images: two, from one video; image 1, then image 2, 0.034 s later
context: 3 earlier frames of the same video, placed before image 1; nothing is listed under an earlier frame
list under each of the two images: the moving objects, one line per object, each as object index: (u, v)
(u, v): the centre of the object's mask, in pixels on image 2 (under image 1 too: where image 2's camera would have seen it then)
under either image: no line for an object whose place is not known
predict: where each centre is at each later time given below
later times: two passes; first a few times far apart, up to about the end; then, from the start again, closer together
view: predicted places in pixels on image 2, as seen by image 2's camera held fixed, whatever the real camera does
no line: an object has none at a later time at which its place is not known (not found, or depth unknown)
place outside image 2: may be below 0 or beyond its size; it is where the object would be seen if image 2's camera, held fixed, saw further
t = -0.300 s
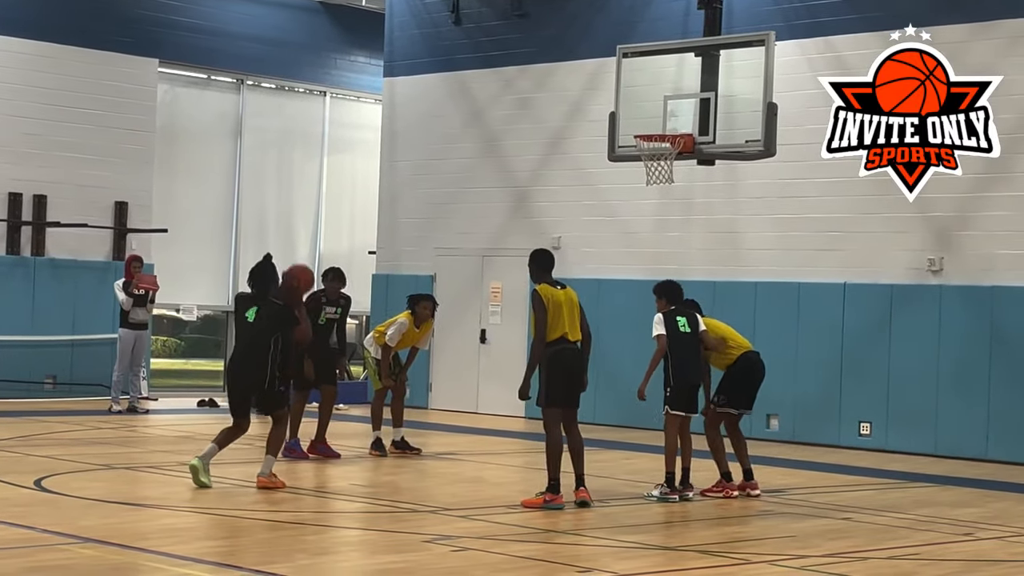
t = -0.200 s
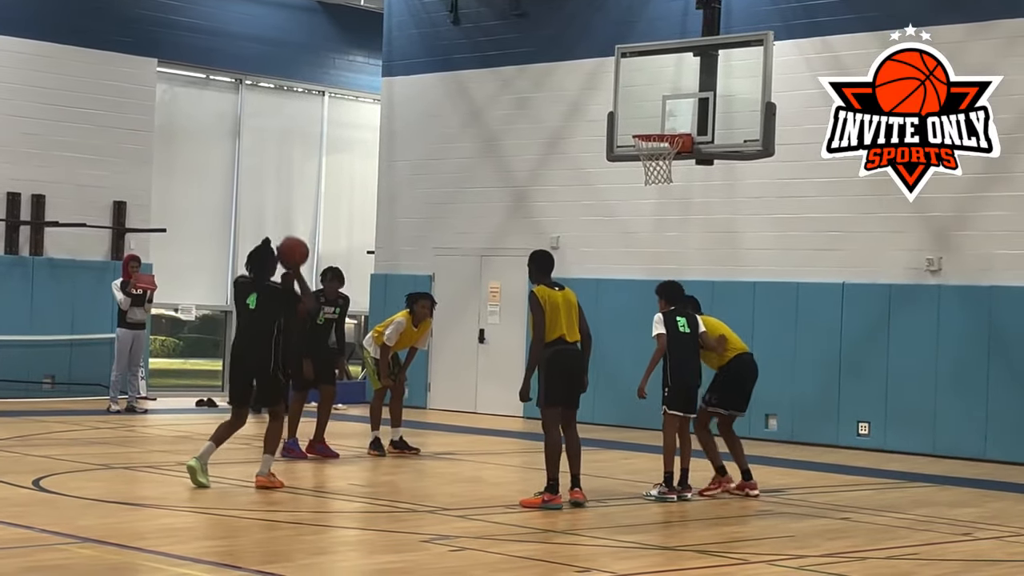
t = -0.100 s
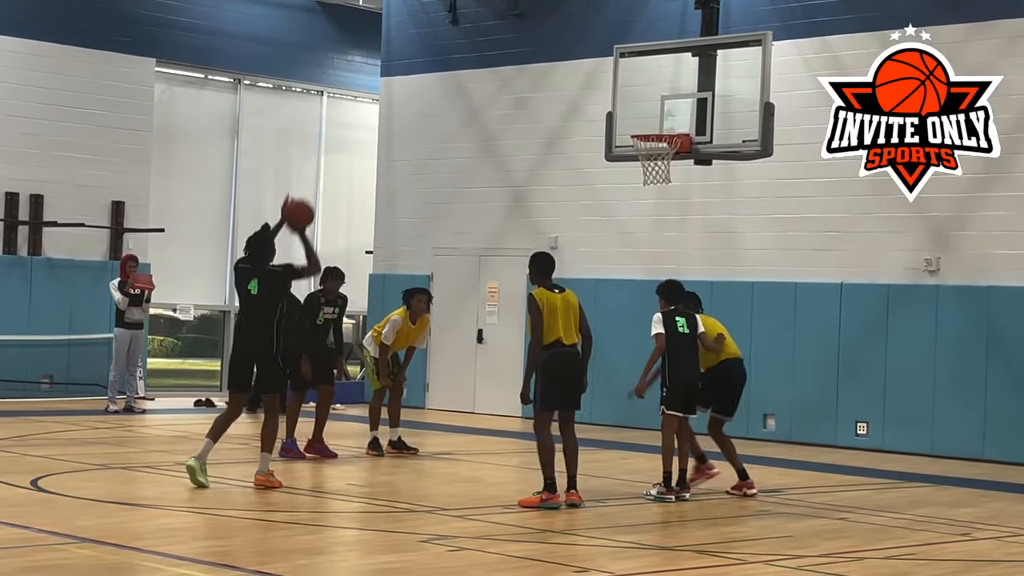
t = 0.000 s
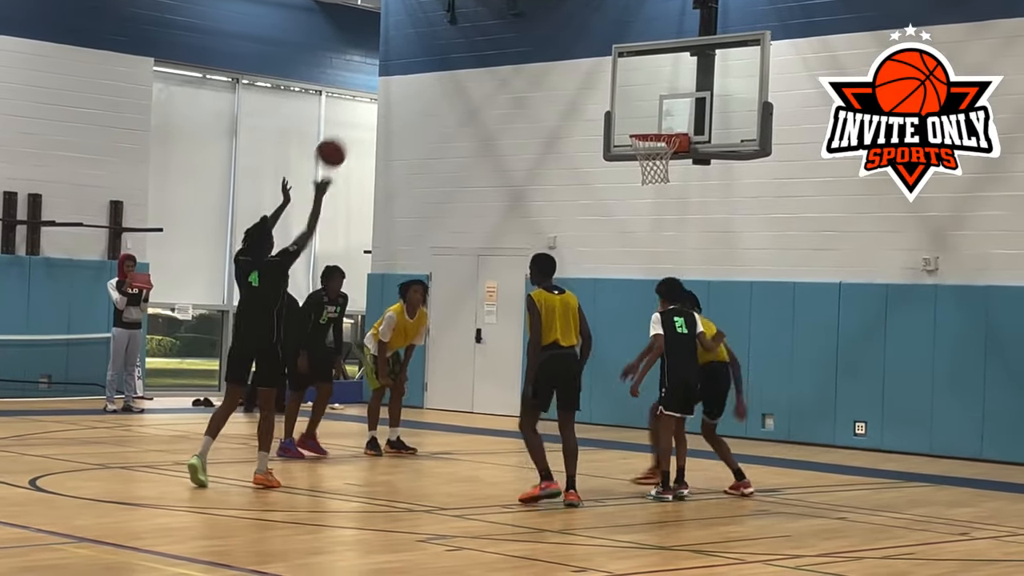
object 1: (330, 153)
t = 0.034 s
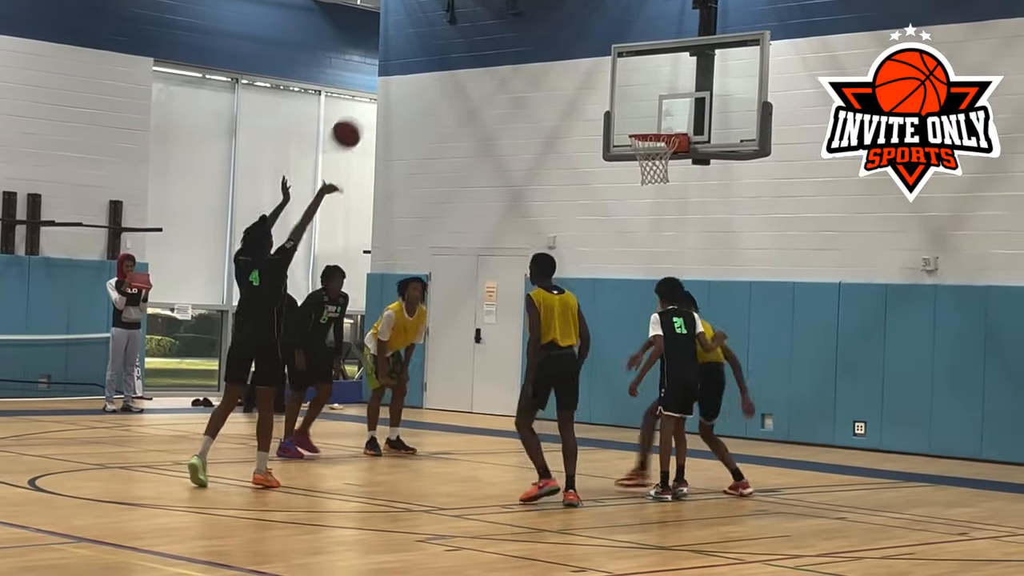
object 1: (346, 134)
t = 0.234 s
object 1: (434, 54)
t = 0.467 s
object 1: (525, 26)
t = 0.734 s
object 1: (614, 70)
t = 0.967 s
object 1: (659, 103)
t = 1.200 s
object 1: (628, 71)
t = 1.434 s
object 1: (595, 95)
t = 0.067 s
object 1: (361, 117)
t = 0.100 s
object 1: (378, 100)
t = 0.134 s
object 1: (392, 87)
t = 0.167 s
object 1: (406, 74)
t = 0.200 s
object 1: (420, 65)
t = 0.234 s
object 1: (434, 54)
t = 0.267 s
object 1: (448, 47)
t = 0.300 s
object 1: (461, 39)
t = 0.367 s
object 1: (488, 30)
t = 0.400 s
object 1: (502, 29)
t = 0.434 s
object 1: (513, 27)
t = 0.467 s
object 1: (525, 26)
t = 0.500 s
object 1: (539, 27)
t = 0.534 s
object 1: (549, 30)
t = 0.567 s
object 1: (559, 34)
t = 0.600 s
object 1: (571, 39)
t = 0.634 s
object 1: (582, 45)
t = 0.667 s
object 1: (593, 52)
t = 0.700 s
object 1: (604, 61)
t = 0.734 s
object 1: (614, 70)
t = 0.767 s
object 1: (624, 80)
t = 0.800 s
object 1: (634, 91)
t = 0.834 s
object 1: (643, 103)
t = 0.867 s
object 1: (653, 117)
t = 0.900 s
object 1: (660, 121)
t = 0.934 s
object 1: (663, 112)
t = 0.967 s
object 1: (659, 103)
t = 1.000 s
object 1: (655, 95)
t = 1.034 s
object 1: (651, 88)
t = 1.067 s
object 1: (646, 82)
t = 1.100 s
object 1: (642, 78)
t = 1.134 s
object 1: (638, 74)
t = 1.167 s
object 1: (633, 72)
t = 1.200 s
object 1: (628, 71)
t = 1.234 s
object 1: (624, 71)
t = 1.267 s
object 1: (619, 71)
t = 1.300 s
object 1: (615, 74)
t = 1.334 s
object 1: (610, 77)
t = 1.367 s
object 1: (605, 82)
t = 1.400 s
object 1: (600, 87)
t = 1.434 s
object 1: (595, 95)
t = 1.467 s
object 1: (590, 103)
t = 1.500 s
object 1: (585, 112)
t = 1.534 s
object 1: (580, 123)
